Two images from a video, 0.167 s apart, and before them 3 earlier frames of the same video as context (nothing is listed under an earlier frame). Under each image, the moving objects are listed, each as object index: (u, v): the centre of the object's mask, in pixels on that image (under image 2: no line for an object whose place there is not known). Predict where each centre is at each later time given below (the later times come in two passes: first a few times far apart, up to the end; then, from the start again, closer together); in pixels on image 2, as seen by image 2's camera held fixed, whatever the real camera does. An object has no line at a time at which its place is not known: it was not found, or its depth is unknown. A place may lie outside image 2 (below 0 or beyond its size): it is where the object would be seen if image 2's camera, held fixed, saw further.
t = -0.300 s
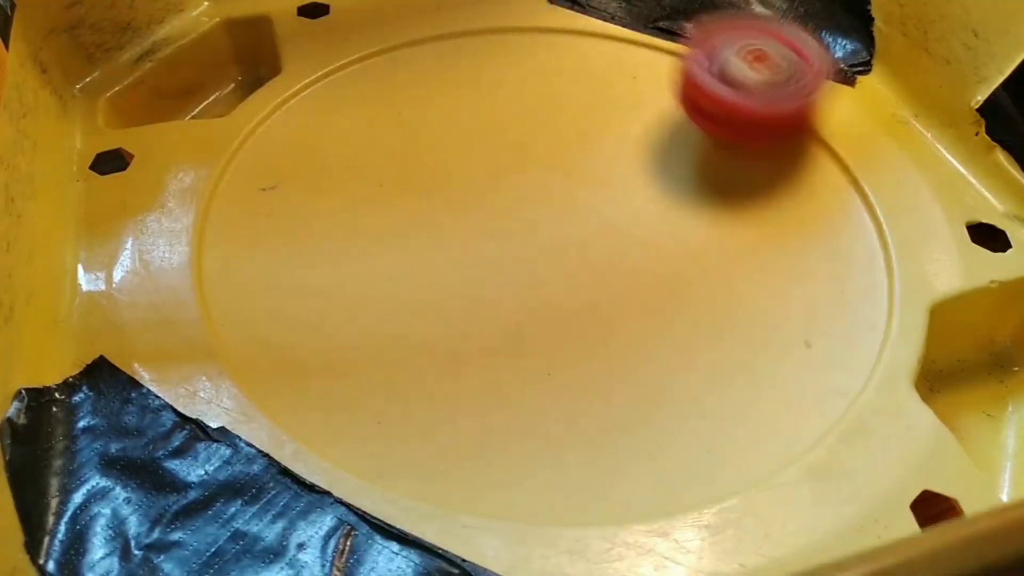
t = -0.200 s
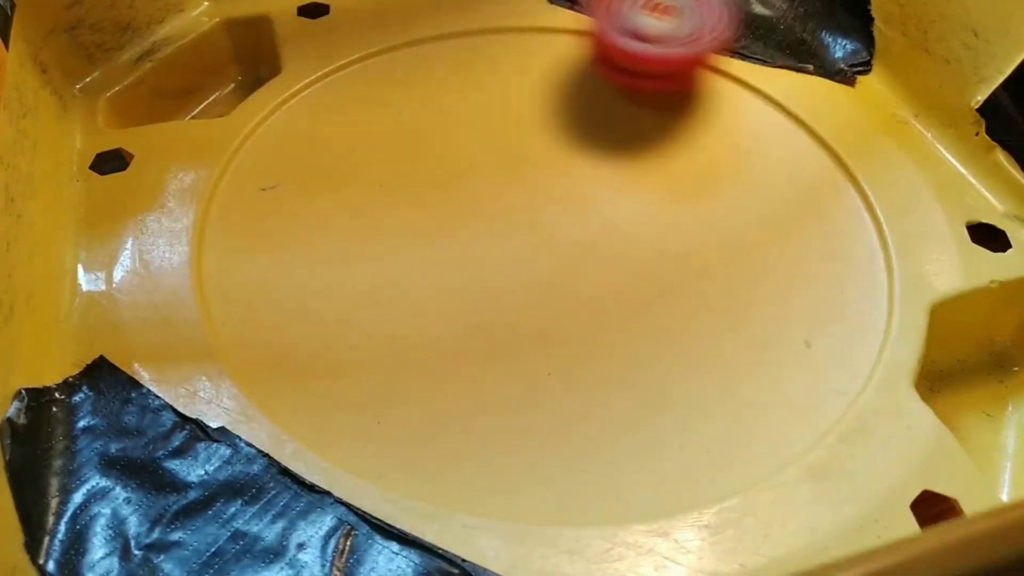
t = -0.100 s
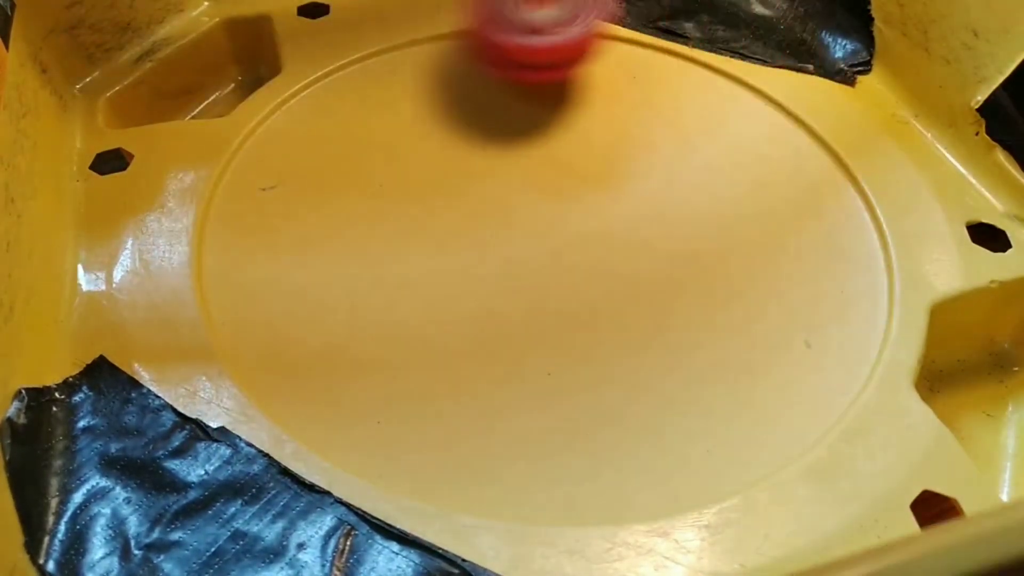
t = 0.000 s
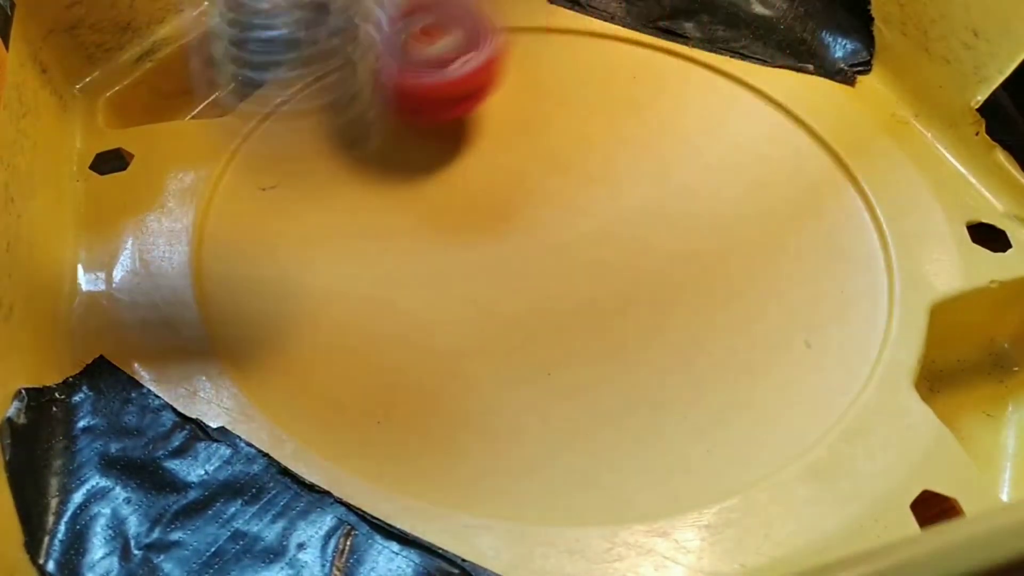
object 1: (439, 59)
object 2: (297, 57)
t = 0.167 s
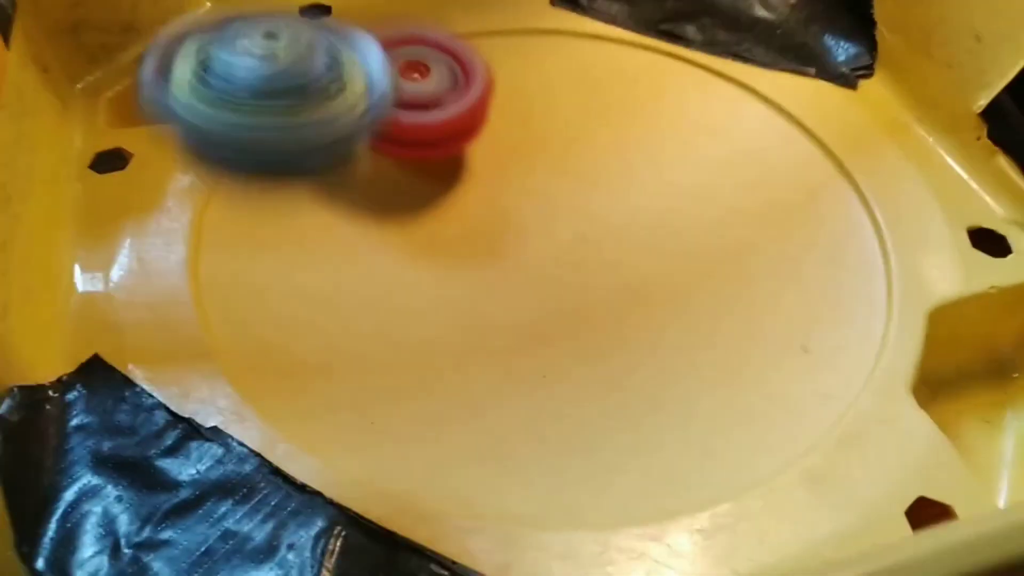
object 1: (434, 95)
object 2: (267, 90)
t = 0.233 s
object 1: (427, 116)
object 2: (289, 262)
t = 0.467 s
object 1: (513, 202)
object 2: (845, 333)
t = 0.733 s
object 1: (727, 208)
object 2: (644, 9)
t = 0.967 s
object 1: (747, 141)
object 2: (377, 36)
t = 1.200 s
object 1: (659, 143)
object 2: (235, 303)
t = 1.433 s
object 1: (582, 199)
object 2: (672, 412)
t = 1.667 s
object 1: (551, 276)
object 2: (792, 186)
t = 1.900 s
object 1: (569, 316)
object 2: (572, 47)
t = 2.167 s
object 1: (569, 300)
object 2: (271, 130)
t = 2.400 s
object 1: (535, 269)
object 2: (397, 382)
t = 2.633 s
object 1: (496, 234)
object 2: (788, 324)
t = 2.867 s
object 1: (470, 207)
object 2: (756, 104)
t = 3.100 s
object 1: (468, 193)
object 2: (491, 42)
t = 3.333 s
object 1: (488, 187)
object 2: (283, 185)
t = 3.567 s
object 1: (519, 181)
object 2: (499, 404)
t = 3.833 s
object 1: (557, 183)
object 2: (827, 269)
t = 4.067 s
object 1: (587, 191)
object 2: (698, 84)
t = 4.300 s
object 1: (601, 208)
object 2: (416, 88)
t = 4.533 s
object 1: (605, 226)
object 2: (300, 281)
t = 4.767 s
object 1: (591, 242)
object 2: (608, 412)
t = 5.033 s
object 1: (559, 250)
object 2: (785, 208)
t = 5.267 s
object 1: (522, 251)
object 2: (574, 82)
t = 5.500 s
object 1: (495, 245)
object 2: (327, 135)
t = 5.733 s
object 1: (490, 232)
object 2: (360, 348)
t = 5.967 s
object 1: (498, 211)
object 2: (694, 346)
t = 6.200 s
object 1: (514, 193)
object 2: (713, 156)
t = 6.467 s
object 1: (526, 195)
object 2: (478, 56)
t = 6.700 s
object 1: (551, 209)
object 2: (314, 168)
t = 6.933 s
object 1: (596, 212)
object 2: (457, 348)
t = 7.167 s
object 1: (648, 185)
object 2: (679, 388)
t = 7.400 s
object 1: (615, 169)
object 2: (788, 273)
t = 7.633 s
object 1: (451, 108)
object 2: (725, 194)
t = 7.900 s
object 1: (263, 156)
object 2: (553, 194)
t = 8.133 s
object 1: (245, 284)
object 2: (693, 217)
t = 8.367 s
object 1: (488, 348)
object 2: (673, 175)
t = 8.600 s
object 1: (698, 351)
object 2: (555, 143)
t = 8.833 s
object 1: (802, 300)
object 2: (411, 108)
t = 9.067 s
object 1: (817, 187)
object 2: (344, 199)
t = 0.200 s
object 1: (437, 99)
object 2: (272, 147)
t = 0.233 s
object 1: (427, 116)
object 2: (289, 262)
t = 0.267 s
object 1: (435, 127)
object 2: (325, 387)
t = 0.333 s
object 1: (454, 153)
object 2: (535, 375)
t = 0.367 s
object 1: (463, 167)
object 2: (648, 407)
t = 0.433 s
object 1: (492, 192)
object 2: (787, 353)
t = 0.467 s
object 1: (513, 202)
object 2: (845, 333)
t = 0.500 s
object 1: (536, 212)
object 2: (868, 300)
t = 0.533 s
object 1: (563, 220)
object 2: (876, 238)
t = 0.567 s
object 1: (594, 224)
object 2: (867, 200)
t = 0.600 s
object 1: (624, 227)
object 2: (838, 136)
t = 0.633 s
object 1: (653, 226)
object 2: (794, 63)
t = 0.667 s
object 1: (681, 223)
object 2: (762, 31)
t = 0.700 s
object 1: (707, 217)
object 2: (709, 18)
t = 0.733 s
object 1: (727, 208)
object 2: (644, 9)
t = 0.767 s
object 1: (745, 194)
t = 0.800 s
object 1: (755, 184)
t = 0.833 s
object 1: (762, 174)
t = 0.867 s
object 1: (763, 162)
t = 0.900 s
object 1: (761, 154)
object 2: (463, 8)
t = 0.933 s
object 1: (755, 146)
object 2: (422, 23)
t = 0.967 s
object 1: (747, 141)
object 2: (377, 36)
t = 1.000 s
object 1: (736, 138)
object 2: (324, 64)
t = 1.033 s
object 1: (724, 134)
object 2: (288, 94)
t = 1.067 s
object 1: (710, 133)
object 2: (254, 133)
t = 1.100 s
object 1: (697, 133)
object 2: (230, 172)
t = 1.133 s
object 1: (686, 134)
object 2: (216, 208)
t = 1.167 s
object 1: (672, 138)
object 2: (213, 258)
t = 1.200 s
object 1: (659, 143)
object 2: (235, 303)
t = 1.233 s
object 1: (646, 148)
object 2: (277, 344)
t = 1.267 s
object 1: (635, 154)
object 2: (332, 379)
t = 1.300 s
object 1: (623, 161)
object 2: (395, 406)
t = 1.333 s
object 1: (611, 170)
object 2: (465, 424)
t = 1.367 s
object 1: (600, 179)
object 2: (541, 431)
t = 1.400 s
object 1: (590, 188)
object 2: (610, 426)
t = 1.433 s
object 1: (582, 199)
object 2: (672, 412)
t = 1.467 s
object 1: (573, 210)
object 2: (722, 390)
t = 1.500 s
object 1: (567, 222)
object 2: (762, 359)
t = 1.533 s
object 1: (562, 234)
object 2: (789, 327)
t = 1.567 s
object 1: (557, 245)
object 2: (805, 293)
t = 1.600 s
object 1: (554, 256)
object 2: (809, 254)
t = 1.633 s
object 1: (552, 267)
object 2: (805, 221)
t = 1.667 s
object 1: (551, 276)
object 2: (792, 186)
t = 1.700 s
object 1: (551, 285)
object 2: (774, 157)
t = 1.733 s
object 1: (553, 293)
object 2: (750, 131)
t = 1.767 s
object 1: (557, 300)
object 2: (722, 104)
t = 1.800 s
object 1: (560, 305)
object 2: (687, 84)
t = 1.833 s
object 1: (564, 310)
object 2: (652, 66)
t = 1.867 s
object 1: (566, 314)
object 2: (613, 53)
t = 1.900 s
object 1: (569, 316)
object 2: (572, 47)
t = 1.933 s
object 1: (570, 317)
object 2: (526, 44)
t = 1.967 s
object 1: (572, 317)
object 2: (486, 43)
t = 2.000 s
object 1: (574, 315)
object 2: (444, 43)
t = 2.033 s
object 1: (575, 313)
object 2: (404, 48)
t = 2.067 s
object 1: (575, 310)
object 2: (366, 57)
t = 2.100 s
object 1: (574, 307)
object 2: (326, 75)
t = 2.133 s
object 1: (572, 303)
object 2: (297, 98)
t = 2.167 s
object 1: (569, 300)
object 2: (271, 130)
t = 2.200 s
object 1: (565, 296)
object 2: (253, 167)
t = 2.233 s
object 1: (560, 290)
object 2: (244, 202)
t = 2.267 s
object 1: (555, 286)
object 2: (244, 242)
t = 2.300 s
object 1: (550, 282)
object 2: (261, 285)
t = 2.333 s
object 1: (544, 277)
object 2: (290, 323)
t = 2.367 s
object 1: (539, 273)
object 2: (335, 355)
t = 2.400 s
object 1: (535, 269)
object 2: (397, 382)
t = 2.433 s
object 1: (529, 262)
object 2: (461, 400)
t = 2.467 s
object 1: (522, 255)
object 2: (528, 408)
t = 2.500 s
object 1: (517, 252)
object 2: (596, 406)
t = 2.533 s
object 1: (512, 248)
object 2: (657, 397)
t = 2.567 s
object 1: (507, 243)
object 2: (713, 379)
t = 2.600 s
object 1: (502, 238)
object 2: (758, 354)
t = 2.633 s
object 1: (496, 234)
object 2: (788, 324)
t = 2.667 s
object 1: (492, 229)
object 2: (810, 290)
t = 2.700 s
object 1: (486, 225)
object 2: (819, 256)
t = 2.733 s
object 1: (482, 221)
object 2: (822, 222)
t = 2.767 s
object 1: (478, 217)
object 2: (815, 190)
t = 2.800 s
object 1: (476, 213)
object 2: (802, 160)
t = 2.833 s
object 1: (473, 210)
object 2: (781, 132)
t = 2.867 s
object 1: (470, 207)
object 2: (756, 104)
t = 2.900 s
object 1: (469, 204)
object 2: (727, 82)
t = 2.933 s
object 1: (468, 202)
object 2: (695, 65)
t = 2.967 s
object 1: (467, 200)
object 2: (659, 53)
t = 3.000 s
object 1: (467, 198)
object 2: (622, 47)
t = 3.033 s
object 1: (466, 195)
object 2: (577, 42)
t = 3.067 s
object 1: (467, 194)
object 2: (532, 42)
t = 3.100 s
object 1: (468, 193)
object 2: (491, 42)
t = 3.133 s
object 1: (470, 191)
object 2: (451, 44)
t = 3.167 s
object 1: (472, 190)
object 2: (412, 53)
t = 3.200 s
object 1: (474, 190)
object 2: (374, 71)
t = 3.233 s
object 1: (478, 190)
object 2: (343, 93)
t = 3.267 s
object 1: (481, 188)
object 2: (315, 120)
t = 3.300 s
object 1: (485, 188)
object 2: (294, 153)
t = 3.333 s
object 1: (488, 187)
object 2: (283, 185)
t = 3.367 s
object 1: (492, 185)
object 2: (280, 222)
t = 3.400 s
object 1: (496, 184)
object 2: (287, 264)
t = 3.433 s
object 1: (500, 184)
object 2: (309, 301)
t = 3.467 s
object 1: (505, 183)
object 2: (341, 337)
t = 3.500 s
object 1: (510, 183)
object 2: (385, 365)
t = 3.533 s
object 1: (514, 183)
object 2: (438, 389)
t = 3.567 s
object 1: (519, 181)
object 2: (499, 404)
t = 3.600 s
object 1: (524, 181)
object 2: (561, 411)
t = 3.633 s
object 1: (529, 180)
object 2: (621, 409)
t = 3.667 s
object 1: (534, 180)
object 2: (676, 400)
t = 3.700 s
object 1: (539, 180)
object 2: (725, 385)
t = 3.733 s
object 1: (543, 181)
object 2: (766, 361)
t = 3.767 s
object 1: (548, 181)
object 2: (798, 334)
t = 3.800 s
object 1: (552, 182)
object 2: (819, 303)
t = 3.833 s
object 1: (557, 183)
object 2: (827, 269)
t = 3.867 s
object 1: (562, 183)
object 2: (830, 237)
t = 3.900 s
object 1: (567, 184)
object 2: (825, 206)
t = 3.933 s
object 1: (571, 185)
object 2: (811, 176)
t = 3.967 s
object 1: (575, 187)
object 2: (790, 150)
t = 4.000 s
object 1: (579, 188)
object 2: (763, 126)
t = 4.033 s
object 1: (583, 190)
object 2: (732, 102)
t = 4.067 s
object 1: (587, 191)
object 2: (698, 84)
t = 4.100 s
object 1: (590, 192)
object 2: (661, 71)
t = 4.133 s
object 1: (592, 195)
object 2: (621, 61)
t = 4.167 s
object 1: (594, 198)
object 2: (581, 60)
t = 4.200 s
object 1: (596, 200)
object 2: (535, 62)
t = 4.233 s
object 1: (598, 203)
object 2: (494, 68)
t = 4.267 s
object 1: (600, 205)
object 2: (455, 76)
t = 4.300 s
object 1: (601, 208)
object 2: (416, 88)
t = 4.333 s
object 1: (603, 211)
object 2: (383, 103)
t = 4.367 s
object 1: (603, 214)
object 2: (352, 123)
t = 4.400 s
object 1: (604, 217)
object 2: (327, 150)
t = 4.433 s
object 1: (605, 220)
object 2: (307, 177)
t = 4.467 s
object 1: (605, 222)
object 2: (297, 211)
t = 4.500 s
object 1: (605, 224)
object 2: (294, 245)
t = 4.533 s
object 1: (605, 226)
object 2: (300, 281)
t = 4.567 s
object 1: (604, 229)
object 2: (320, 315)
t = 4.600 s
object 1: (603, 231)
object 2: (349, 345)
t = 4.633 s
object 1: (602, 233)
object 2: (390, 371)
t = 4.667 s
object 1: (599, 235)
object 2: (439, 393)
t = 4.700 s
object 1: (597, 238)
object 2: (496, 407)
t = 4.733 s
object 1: (594, 239)
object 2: (553, 414)
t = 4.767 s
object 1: (591, 242)
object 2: (608, 412)
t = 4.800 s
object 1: (588, 244)
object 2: (659, 403)
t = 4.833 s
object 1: (584, 246)
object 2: (706, 385)
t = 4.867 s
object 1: (580, 247)
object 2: (744, 363)
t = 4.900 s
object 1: (576, 247)
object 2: (773, 335)
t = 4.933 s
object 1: (572, 248)
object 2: (790, 304)
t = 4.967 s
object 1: (568, 249)
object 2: (798, 272)
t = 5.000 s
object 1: (563, 250)
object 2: (795, 240)
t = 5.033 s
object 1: (559, 250)
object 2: (785, 208)
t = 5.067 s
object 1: (554, 251)
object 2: (769, 179)
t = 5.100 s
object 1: (549, 251)
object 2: (746, 157)
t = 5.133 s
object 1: (544, 252)
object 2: (718, 134)
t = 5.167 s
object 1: (538, 252)
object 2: (685, 115)
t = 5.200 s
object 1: (533, 251)
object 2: (651, 101)
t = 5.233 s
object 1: (527, 251)
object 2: (614, 90)
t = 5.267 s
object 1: (522, 251)
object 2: (574, 82)
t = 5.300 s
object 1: (518, 250)
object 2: (534, 78)
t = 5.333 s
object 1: (514, 250)
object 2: (496, 79)
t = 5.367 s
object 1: (508, 249)
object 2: (457, 82)
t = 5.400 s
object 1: (505, 248)
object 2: (421, 89)
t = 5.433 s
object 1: (502, 248)
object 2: (387, 98)
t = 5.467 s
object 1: (498, 246)
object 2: (355, 114)
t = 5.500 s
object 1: (495, 245)
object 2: (327, 135)
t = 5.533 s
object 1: (493, 243)
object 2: (303, 161)
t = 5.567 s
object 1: (491, 241)
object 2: (286, 191)
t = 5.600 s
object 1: (490, 240)
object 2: (278, 222)
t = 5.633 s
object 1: (488, 237)
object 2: (279, 256)
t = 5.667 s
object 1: (489, 236)
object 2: (296, 290)
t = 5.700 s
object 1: (489, 234)
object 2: (324, 321)
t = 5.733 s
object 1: (490, 232)
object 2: (360, 348)
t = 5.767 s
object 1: (490, 229)
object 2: (406, 369)
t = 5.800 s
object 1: (491, 227)
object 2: (457, 384)
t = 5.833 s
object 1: (492, 224)
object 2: (510, 390)
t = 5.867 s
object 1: (494, 221)
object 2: (563, 390)
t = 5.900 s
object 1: (495, 218)
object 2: (612, 381)
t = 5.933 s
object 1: (497, 215)
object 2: (658, 366)
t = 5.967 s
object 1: (498, 211)
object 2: (694, 346)
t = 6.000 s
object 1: (500, 209)
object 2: (721, 320)
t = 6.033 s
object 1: (502, 206)
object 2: (739, 292)
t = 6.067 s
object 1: (504, 203)
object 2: (748, 264)
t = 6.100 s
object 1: (506, 200)
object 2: (750, 234)
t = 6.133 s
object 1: (508, 198)
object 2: (744, 206)
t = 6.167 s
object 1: (512, 195)
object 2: (732, 178)
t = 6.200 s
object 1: (514, 193)
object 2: (713, 156)
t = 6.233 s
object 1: (517, 190)
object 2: (692, 130)
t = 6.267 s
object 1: (519, 188)
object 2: (666, 112)
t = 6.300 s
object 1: (523, 186)
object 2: (636, 95)
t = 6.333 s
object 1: (526, 184)
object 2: (606, 83)
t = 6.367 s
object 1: (527, 183)
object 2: (571, 73)
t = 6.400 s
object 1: (525, 189)
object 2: (540, 64)
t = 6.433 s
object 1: (525, 192)
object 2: (510, 57)
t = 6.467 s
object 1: (526, 195)
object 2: (478, 56)
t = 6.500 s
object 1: (529, 197)
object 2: (446, 60)
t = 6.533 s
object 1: (533, 199)
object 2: (414, 68)
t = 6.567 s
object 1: (536, 200)
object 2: (386, 80)
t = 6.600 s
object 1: (540, 202)
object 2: (361, 99)
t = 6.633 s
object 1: (544, 205)
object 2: (340, 116)
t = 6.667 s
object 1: (547, 206)
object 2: (323, 142)
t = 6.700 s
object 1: (551, 209)
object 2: (314, 168)
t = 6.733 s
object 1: (554, 211)
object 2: (315, 197)
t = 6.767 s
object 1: (558, 213)
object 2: (325, 228)
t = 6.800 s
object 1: (560, 215)
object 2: (346, 255)
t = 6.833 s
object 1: (564, 218)
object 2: (377, 280)
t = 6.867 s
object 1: (567, 220)
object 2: (417, 301)
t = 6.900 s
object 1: (573, 220)
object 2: (447, 320)
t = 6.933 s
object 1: (596, 212)
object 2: (457, 348)
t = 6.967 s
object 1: (617, 204)
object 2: (476, 371)
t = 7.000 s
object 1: (632, 197)
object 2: (503, 386)
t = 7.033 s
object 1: (640, 194)
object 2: (535, 395)
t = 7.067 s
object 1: (644, 191)
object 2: (572, 401)
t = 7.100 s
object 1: (647, 189)
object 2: (609, 402)
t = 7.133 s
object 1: (648, 187)
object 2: (646, 397)
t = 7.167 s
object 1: (648, 185)
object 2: (679, 388)
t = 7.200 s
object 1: (648, 184)
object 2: (708, 377)
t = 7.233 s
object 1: (647, 184)
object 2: (733, 359)
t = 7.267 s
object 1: (646, 184)
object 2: (750, 341)
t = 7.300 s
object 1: (643, 184)
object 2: (760, 321)
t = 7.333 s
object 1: (641, 184)
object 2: (765, 298)
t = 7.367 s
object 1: (636, 183)
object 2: (767, 279)
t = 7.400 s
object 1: (615, 169)
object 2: (788, 273)
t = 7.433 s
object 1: (587, 149)
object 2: (803, 273)
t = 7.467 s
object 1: (563, 133)
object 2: (807, 267)
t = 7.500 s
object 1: (540, 121)
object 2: (803, 255)
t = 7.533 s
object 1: (517, 113)
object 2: (791, 241)
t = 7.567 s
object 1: (495, 110)
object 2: (774, 226)
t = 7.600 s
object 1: (473, 107)
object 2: (751, 211)
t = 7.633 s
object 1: (451, 108)
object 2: (725, 194)
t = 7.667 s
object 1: (430, 110)
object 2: (694, 181)
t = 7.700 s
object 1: (410, 115)
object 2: (660, 170)
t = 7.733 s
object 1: (392, 122)
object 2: (625, 163)
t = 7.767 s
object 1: (374, 130)
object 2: (591, 160)
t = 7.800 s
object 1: (362, 141)
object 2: (556, 161)
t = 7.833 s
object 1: (352, 152)
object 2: (523, 163)
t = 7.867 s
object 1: (308, 152)
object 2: (531, 177)
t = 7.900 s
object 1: (263, 156)
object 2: (553, 194)
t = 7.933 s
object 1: (226, 162)
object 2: (573, 207)
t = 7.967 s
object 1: (207, 172)
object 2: (593, 218)
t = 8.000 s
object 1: (201, 191)
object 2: (614, 224)
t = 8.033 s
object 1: (202, 213)
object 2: (636, 227)
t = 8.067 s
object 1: (209, 235)
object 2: (657, 225)
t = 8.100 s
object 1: (225, 263)
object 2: (677, 222)
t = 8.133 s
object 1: (245, 284)
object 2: (693, 217)
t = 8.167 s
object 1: (273, 304)
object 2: (704, 208)
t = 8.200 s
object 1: (304, 319)
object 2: (710, 201)
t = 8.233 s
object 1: (338, 333)
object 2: (709, 194)
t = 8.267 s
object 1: (376, 340)
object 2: (705, 187)
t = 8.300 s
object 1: (413, 345)
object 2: (698, 180)
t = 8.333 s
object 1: (451, 348)
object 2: (687, 176)
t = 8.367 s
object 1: (488, 348)
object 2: (673, 175)
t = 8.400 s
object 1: (524, 345)
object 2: (659, 173)
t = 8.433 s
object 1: (557, 338)
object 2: (642, 175)
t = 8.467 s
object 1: (589, 329)
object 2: (626, 178)
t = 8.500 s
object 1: (616, 320)
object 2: (607, 181)
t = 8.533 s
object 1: (642, 319)
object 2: (591, 185)
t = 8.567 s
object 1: (673, 339)
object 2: (573, 165)
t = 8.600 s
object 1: (698, 351)
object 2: (555, 143)
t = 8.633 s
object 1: (717, 357)
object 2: (536, 124)
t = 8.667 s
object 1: (732, 357)
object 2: (516, 111)
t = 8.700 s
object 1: (744, 351)
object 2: (496, 105)
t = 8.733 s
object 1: (758, 341)
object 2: (475, 102)
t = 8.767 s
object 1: (773, 328)
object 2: (453, 103)
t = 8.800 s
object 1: (787, 314)
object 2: (432, 104)
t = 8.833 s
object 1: (802, 300)
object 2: (411, 108)
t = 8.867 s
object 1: (815, 284)
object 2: (391, 114)
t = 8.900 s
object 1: (827, 266)
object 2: (375, 123)
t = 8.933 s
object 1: (835, 250)
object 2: (359, 134)
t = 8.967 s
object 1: (837, 233)
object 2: (349, 145)
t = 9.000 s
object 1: (835, 217)
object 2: (342, 163)
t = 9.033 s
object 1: (828, 201)
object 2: (341, 180)
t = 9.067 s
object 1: (817, 187)
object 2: (344, 199)
